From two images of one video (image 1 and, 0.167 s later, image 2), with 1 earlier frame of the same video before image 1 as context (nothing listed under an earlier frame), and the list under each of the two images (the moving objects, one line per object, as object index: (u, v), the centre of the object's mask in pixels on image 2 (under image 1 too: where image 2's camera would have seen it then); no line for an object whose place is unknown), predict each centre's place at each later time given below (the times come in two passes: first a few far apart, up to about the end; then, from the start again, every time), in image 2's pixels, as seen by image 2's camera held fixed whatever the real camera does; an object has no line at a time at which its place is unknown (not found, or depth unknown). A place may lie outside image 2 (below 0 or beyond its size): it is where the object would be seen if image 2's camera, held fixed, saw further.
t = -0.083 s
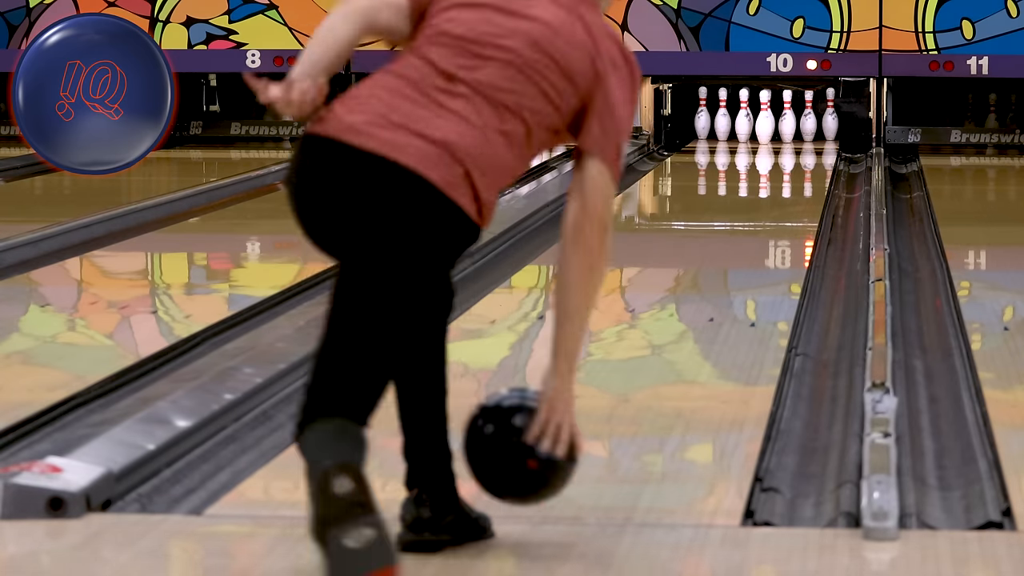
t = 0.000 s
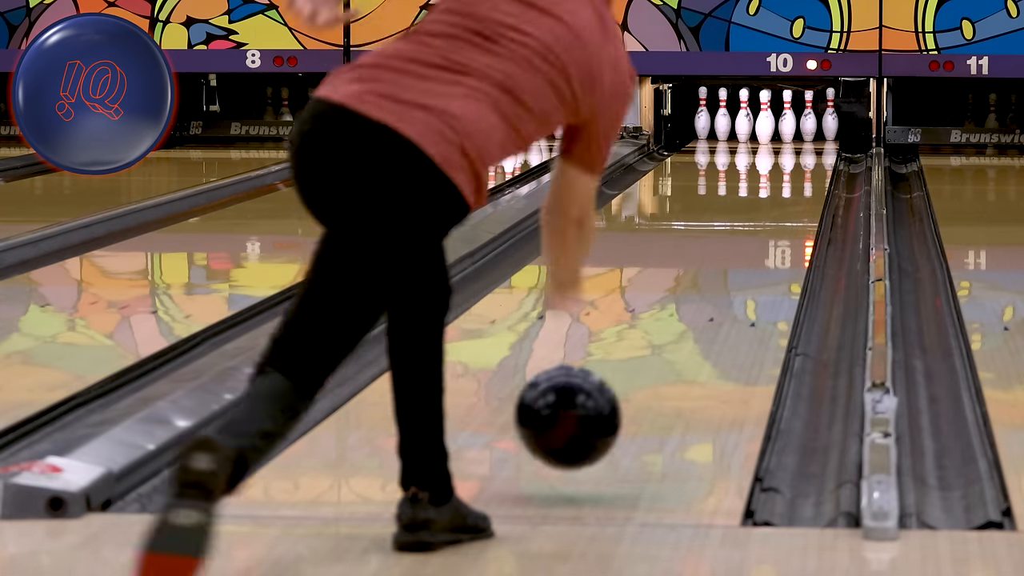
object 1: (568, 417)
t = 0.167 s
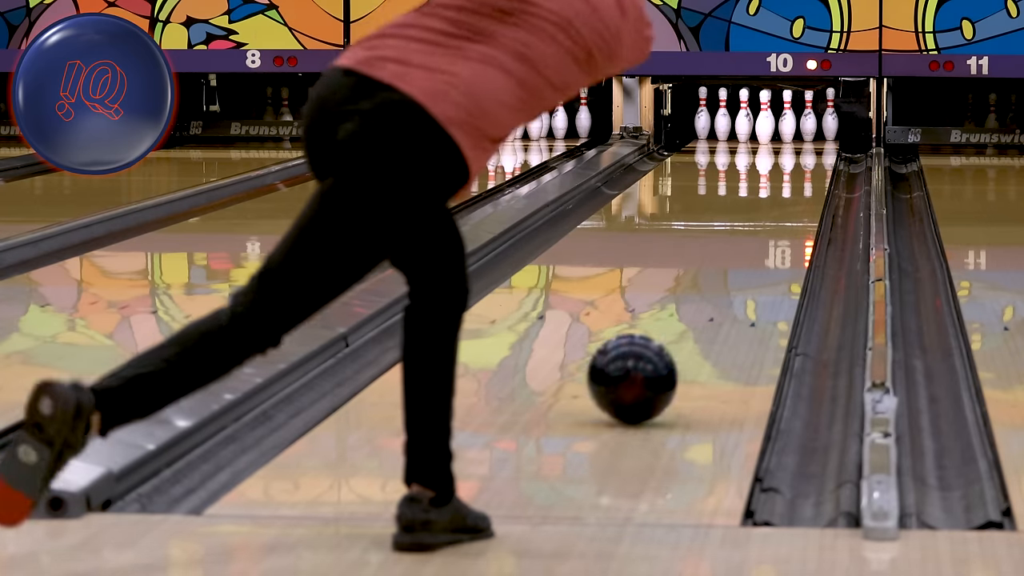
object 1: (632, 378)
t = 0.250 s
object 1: (657, 353)
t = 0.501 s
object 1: (713, 291)
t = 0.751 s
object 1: (751, 248)
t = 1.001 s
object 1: (777, 217)
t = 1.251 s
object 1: (792, 192)
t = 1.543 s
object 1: (798, 171)
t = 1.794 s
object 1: (792, 156)
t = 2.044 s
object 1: (772, 144)
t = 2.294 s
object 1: (751, 136)
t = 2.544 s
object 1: (729, 127)
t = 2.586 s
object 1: (724, 127)
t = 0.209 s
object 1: (645, 366)
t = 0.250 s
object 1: (657, 353)
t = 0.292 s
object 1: (668, 341)
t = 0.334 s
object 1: (679, 330)
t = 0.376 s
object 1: (688, 319)
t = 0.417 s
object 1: (697, 309)
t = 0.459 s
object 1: (705, 300)
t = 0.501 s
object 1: (713, 291)
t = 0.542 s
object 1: (721, 283)
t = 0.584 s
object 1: (728, 275)
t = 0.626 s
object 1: (734, 268)
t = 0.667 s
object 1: (740, 261)
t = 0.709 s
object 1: (746, 254)
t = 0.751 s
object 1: (751, 248)
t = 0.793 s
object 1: (756, 242)
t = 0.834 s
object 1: (761, 237)
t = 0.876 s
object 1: (765, 232)
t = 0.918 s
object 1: (769, 227)
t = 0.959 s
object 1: (773, 222)
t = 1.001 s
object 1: (777, 217)
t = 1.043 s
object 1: (780, 212)
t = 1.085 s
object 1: (783, 208)
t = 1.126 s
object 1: (785, 204)
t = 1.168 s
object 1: (788, 199)
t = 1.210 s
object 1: (790, 196)
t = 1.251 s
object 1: (792, 192)
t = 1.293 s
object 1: (794, 189)
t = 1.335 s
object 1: (795, 185)
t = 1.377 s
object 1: (796, 182)
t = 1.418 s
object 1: (797, 179)
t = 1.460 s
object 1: (798, 176)
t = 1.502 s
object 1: (798, 174)
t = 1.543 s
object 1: (798, 171)
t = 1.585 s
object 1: (798, 168)
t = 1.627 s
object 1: (798, 166)
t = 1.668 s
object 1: (797, 163)
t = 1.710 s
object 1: (795, 161)
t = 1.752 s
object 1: (794, 159)
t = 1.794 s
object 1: (792, 156)
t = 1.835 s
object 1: (789, 154)
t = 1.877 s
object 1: (786, 152)
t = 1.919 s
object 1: (783, 150)
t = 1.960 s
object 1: (779, 148)
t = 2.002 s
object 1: (776, 146)
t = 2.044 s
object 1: (772, 144)
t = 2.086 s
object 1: (769, 143)
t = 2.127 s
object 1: (765, 141)
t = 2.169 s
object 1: (761, 140)
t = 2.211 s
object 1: (758, 138)
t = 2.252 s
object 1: (754, 137)
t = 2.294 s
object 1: (751, 136)
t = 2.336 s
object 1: (748, 134)
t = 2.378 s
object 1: (744, 133)
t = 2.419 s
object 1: (741, 131)
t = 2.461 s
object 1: (738, 130)
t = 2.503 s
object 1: (735, 129)
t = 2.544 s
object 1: (729, 127)
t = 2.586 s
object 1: (724, 127)
